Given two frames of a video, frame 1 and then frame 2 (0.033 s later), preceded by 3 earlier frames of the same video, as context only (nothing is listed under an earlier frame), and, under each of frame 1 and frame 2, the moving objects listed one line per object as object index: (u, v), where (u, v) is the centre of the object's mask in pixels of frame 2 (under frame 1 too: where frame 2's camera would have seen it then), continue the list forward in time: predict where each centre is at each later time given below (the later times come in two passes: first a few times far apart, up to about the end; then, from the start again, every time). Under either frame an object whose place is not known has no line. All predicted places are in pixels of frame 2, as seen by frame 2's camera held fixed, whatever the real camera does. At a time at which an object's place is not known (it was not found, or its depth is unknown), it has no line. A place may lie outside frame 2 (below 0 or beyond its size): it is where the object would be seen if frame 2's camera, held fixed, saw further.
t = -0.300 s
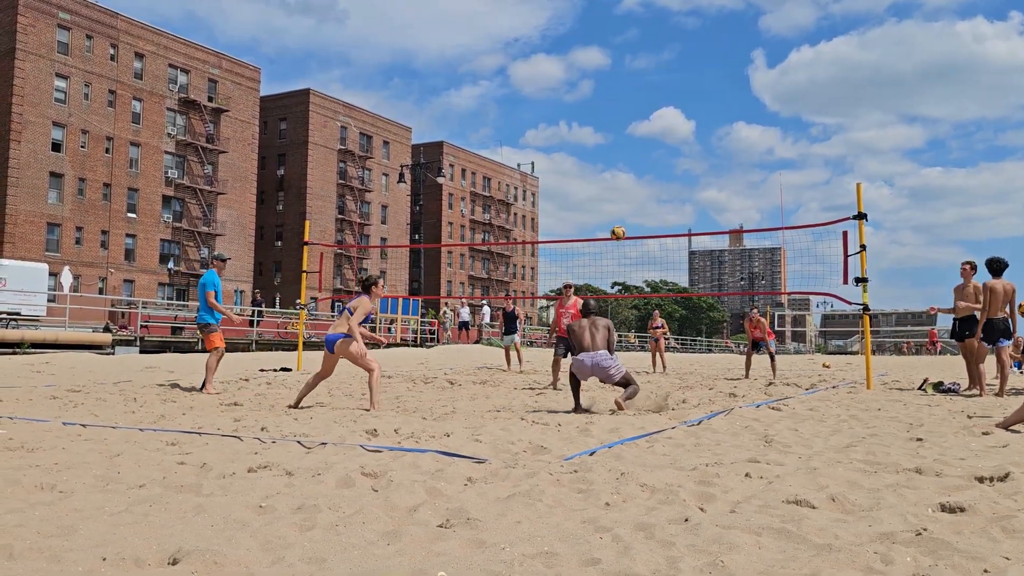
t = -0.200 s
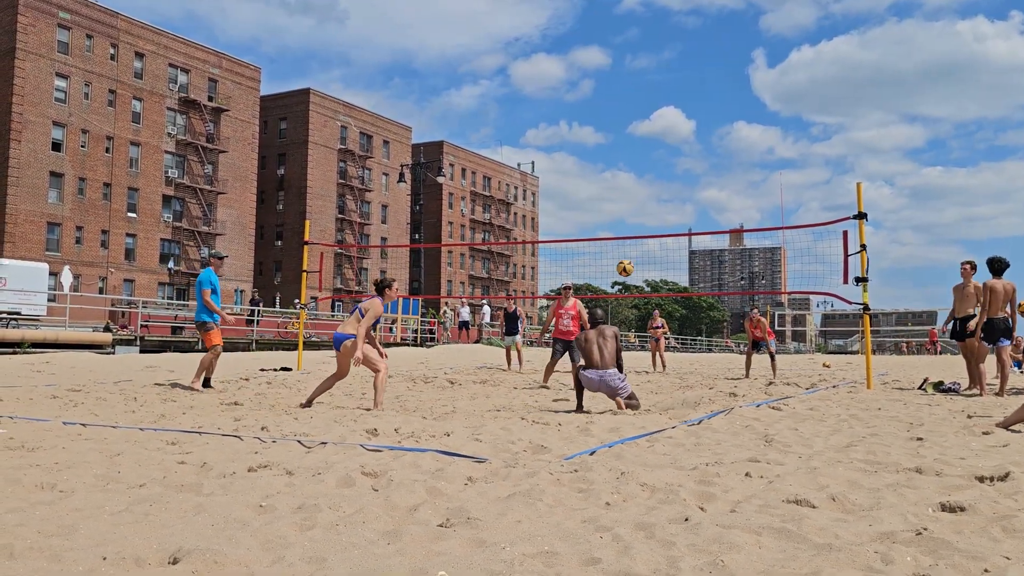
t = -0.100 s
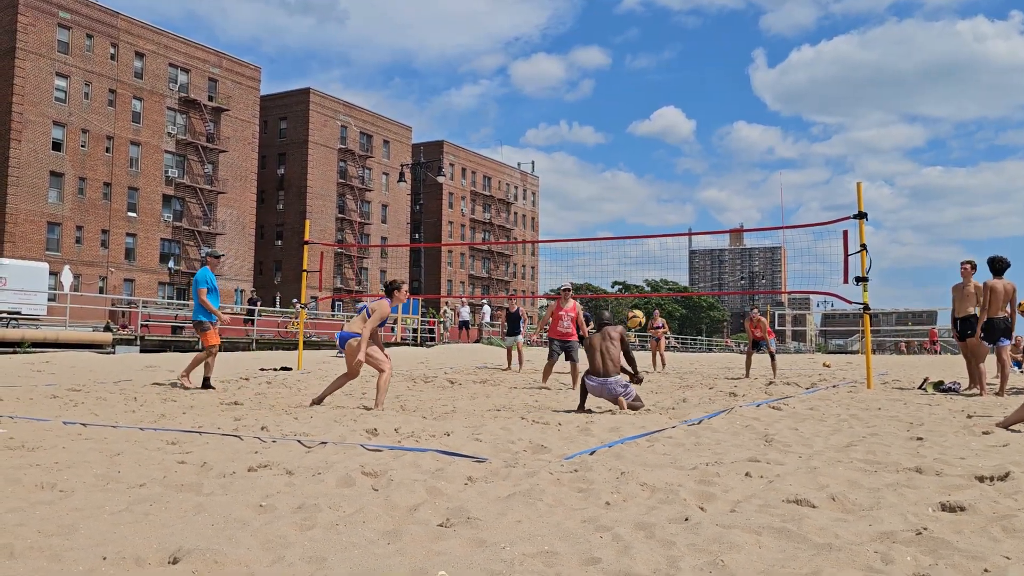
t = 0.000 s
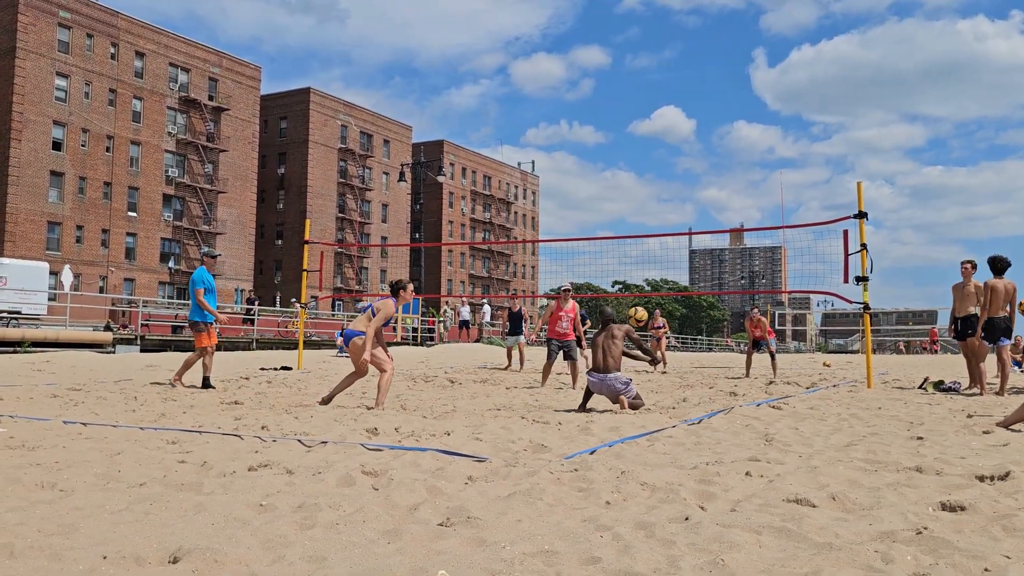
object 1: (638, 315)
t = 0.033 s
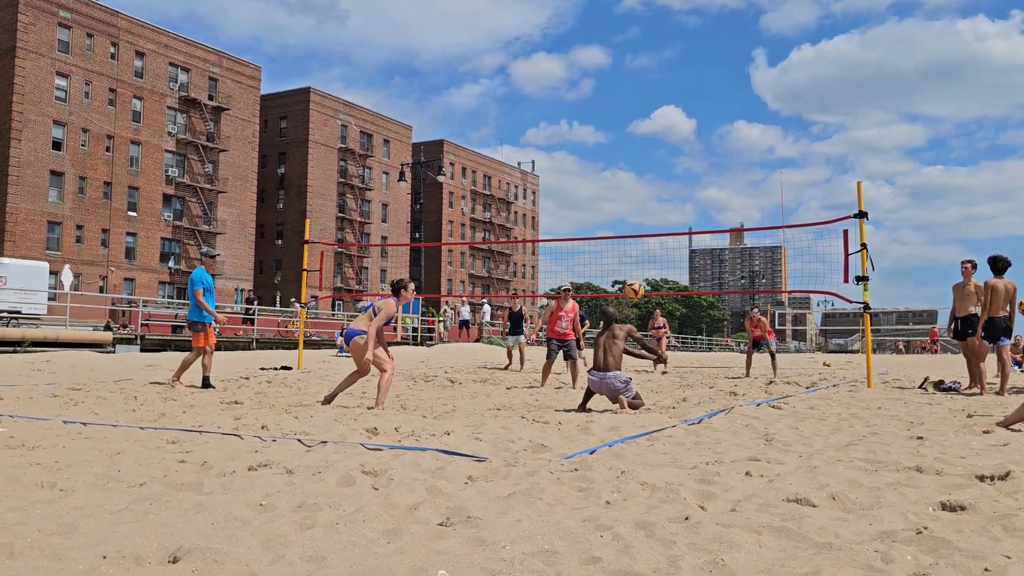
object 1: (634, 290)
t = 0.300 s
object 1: (604, 133)
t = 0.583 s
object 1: (573, 53)
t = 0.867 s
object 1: (544, 40)
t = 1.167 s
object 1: (515, 90)
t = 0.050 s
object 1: (632, 278)
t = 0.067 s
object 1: (631, 263)
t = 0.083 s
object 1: (628, 254)
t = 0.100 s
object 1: (626, 242)
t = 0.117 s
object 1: (624, 232)
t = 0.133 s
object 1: (623, 221)
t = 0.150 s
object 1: (621, 211)
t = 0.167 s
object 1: (619, 201)
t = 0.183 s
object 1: (619, 188)
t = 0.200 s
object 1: (616, 180)
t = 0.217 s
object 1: (614, 172)
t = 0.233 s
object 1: (612, 165)
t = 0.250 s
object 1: (610, 157)
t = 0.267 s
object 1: (609, 146)
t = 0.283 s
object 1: (607, 140)
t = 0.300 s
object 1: (604, 133)
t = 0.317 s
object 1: (603, 127)
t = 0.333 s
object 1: (601, 120)
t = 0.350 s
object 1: (599, 114)
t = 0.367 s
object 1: (597, 108)
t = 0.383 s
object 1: (595, 102)
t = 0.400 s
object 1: (593, 96)
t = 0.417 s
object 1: (592, 89)
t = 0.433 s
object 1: (589, 85)
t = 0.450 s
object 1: (588, 81)
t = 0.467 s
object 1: (586, 77)
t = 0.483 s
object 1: (584, 71)
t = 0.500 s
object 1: (582, 68)
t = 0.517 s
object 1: (580, 65)
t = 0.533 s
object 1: (578, 61)
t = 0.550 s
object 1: (576, 58)
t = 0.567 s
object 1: (575, 55)
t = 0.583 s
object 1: (573, 53)
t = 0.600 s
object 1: (571, 50)
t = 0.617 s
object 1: (569, 48)
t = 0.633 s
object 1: (568, 44)
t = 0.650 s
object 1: (566, 44)
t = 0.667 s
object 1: (564, 42)
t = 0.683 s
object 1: (563, 39)
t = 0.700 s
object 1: (561, 39)
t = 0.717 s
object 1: (559, 39)
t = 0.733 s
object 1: (557, 38)
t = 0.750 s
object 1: (556, 38)
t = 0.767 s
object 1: (554, 38)
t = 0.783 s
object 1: (552, 38)
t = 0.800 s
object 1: (550, 38)
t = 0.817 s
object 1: (549, 38)
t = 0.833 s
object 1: (547, 37)
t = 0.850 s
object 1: (545, 39)
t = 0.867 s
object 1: (544, 40)
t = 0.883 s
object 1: (542, 40)
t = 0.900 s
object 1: (540, 43)
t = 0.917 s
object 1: (539, 44)
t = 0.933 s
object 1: (537, 46)
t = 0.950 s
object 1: (535, 48)
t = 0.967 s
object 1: (534, 51)
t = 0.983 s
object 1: (532, 52)
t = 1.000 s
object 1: (531, 56)
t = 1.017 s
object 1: (529, 58)
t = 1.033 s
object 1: (528, 60)
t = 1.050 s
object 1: (526, 64)
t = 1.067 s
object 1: (524, 68)
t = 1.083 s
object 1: (522, 71)
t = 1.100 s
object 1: (521, 75)
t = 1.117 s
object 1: (519, 79)
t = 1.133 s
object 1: (518, 83)
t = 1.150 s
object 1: (516, 87)
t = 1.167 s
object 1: (515, 90)
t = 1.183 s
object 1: (513, 96)
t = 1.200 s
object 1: (512, 101)
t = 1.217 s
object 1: (510, 106)
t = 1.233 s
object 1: (509, 109)
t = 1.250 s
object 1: (507, 116)
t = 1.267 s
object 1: (506, 122)
